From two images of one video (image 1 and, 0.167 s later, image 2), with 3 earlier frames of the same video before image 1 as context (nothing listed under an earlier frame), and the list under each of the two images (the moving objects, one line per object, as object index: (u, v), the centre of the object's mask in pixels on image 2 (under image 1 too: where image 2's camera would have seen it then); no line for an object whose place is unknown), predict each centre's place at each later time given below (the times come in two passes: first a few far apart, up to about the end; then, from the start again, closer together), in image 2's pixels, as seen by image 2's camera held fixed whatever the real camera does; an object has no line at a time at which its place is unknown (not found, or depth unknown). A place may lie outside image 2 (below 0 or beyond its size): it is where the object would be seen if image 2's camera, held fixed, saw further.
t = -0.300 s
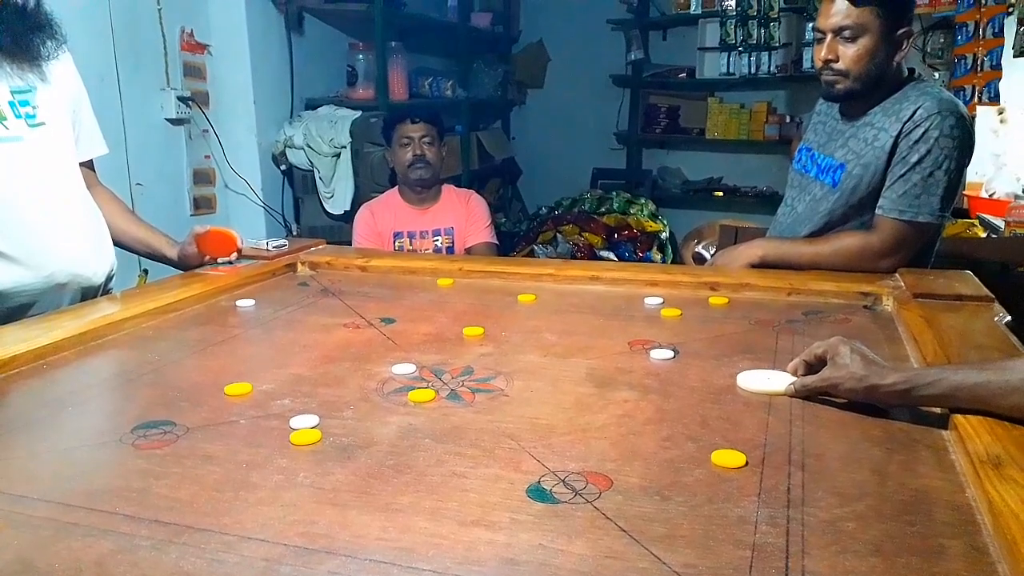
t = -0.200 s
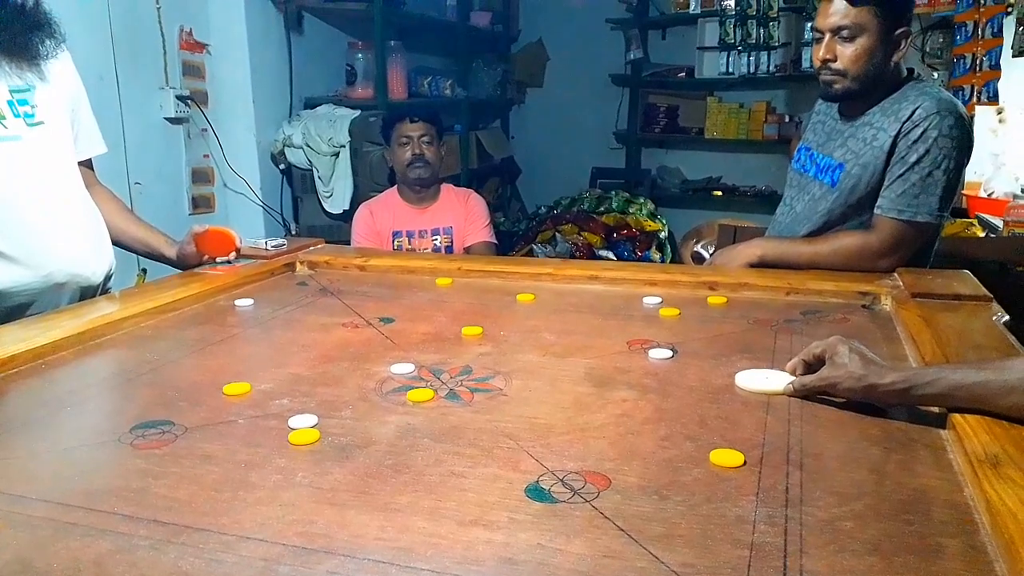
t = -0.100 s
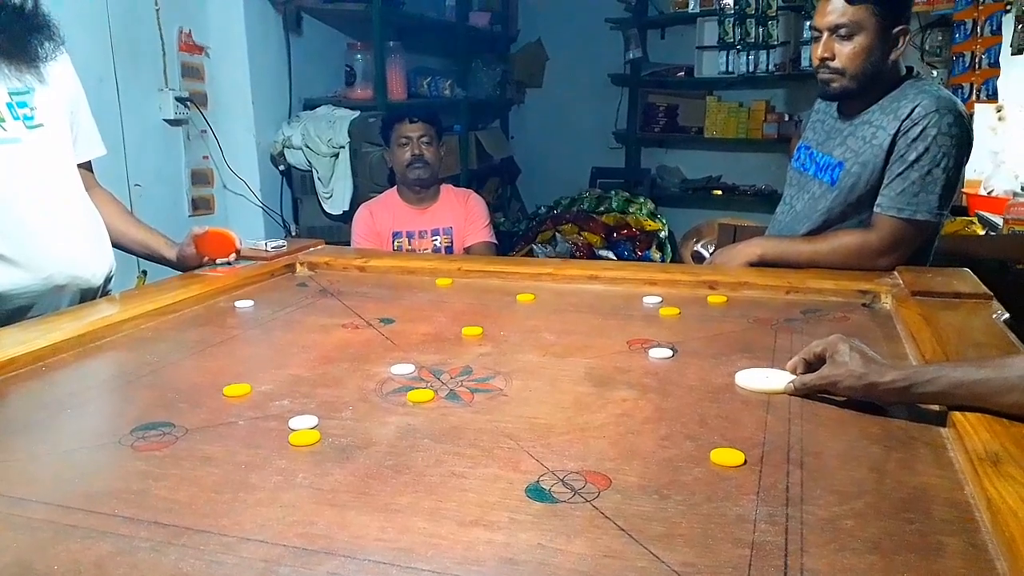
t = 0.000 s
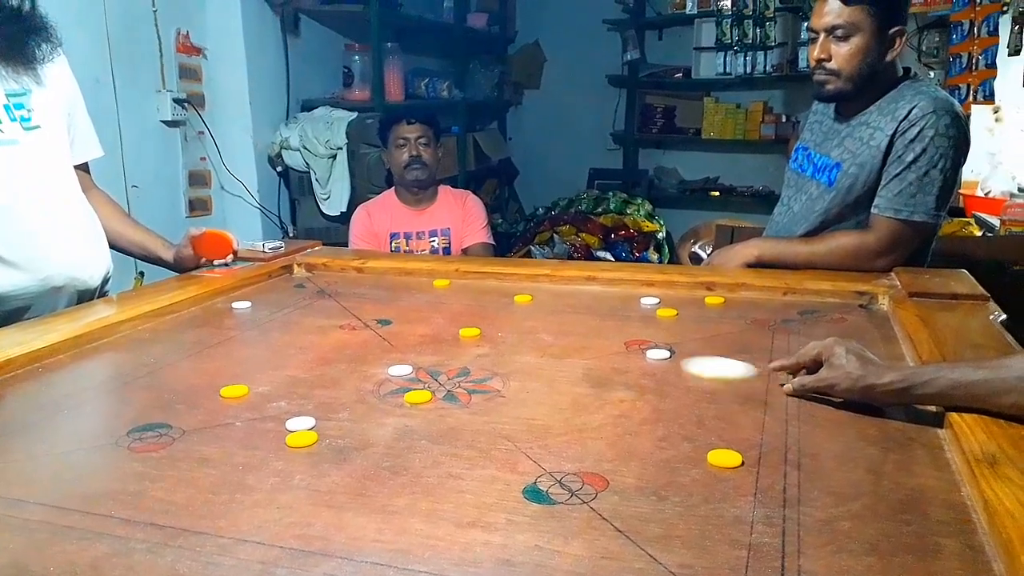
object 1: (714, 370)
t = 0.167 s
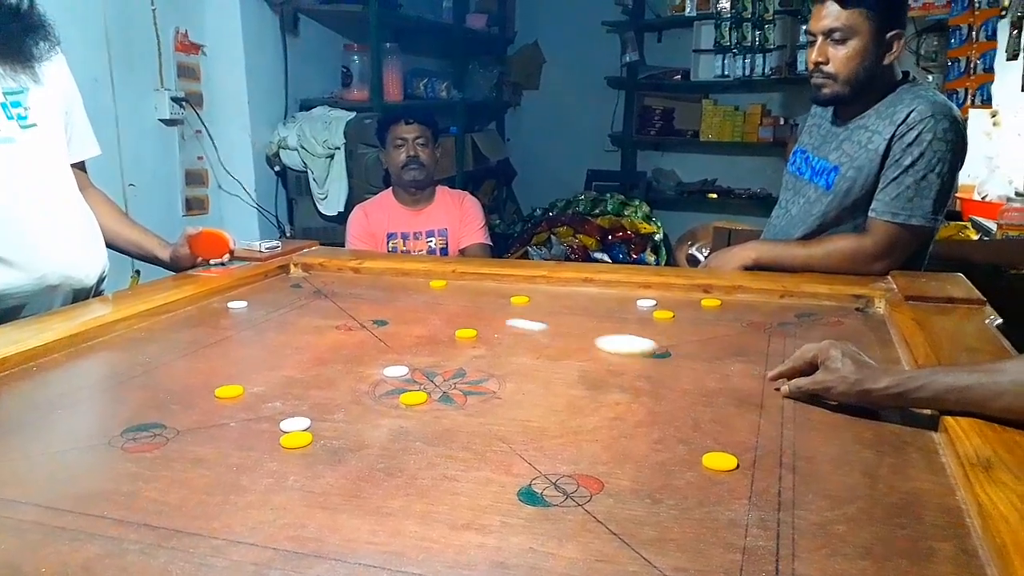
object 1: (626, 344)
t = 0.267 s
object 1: (585, 331)
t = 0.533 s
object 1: (500, 305)
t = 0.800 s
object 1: (440, 288)
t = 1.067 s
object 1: (395, 283)
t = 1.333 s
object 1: (359, 279)
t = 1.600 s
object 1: (333, 276)
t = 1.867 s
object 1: (314, 274)
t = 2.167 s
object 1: (305, 273)
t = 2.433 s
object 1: (303, 273)
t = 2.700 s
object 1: (303, 273)
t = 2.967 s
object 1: (303, 273)
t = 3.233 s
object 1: (303, 273)
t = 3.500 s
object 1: (304, 273)
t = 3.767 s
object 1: (304, 273)
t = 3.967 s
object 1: (304, 273)
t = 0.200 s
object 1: (612, 340)
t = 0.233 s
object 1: (597, 336)
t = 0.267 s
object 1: (585, 331)
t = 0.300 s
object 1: (572, 328)
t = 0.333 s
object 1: (561, 324)
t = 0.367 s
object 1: (549, 321)
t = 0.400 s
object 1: (539, 317)
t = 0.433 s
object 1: (529, 314)
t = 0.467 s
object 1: (519, 311)
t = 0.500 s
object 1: (510, 309)
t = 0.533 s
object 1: (500, 305)
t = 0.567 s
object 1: (492, 303)
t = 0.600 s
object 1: (484, 301)
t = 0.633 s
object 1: (476, 298)
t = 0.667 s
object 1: (468, 296)
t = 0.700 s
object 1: (460, 294)
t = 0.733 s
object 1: (453, 292)
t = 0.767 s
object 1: (447, 290)
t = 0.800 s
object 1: (440, 288)
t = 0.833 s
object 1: (434, 287)
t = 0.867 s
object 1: (428, 286)
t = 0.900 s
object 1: (422, 285)
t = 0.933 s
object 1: (417, 285)
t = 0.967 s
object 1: (411, 284)
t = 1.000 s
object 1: (405, 283)
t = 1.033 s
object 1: (400, 283)
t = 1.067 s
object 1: (395, 283)
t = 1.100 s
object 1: (390, 282)
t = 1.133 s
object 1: (385, 281)
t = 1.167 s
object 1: (380, 281)
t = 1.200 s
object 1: (376, 281)
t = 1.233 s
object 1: (371, 280)
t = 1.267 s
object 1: (367, 280)
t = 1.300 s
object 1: (363, 279)
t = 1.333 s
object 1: (359, 279)
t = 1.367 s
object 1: (356, 278)
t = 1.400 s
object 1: (352, 278)
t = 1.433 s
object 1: (349, 278)
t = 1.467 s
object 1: (345, 277)
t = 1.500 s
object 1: (342, 277)
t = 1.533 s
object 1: (339, 277)
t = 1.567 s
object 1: (336, 276)
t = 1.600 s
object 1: (333, 276)
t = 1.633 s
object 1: (331, 276)
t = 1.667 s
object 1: (328, 276)
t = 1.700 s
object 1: (325, 276)
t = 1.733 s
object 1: (323, 275)
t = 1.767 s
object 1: (320, 275)
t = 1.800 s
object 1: (318, 275)
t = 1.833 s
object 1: (316, 275)
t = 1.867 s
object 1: (314, 274)
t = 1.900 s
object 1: (312, 274)
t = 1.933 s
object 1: (311, 274)
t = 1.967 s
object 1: (310, 274)
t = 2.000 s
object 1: (309, 274)
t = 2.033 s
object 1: (308, 274)
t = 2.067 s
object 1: (307, 274)
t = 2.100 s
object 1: (306, 274)
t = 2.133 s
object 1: (305, 273)
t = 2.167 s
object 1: (305, 273)
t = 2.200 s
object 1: (305, 273)
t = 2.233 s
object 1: (304, 274)
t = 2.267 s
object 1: (304, 273)
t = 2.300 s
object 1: (304, 273)
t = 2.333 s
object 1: (303, 273)
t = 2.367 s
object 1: (303, 273)
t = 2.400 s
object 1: (303, 273)
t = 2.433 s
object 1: (303, 273)
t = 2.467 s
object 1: (303, 273)
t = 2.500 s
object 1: (303, 273)
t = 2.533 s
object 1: (303, 273)
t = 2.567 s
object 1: (303, 273)
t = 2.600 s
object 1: (303, 273)
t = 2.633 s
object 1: (303, 273)
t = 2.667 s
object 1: (303, 273)
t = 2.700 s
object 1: (303, 273)
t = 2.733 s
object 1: (303, 273)
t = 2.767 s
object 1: (303, 273)
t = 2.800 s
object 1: (303, 273)
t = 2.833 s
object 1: (303, 273)
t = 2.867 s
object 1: (303, 273)
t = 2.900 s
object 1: (303, 273)
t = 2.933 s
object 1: (303, 273)
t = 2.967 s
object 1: (303, 273)
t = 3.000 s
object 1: (303, 273)
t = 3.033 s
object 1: (303, 273)
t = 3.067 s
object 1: (303, 273)
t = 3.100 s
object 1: (304, 273)
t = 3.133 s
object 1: (304, 273)
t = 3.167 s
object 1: (303, 273)
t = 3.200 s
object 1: (303, 273)
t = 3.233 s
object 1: (303, 273)
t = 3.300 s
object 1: (303, 273)
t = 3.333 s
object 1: (303, 273)
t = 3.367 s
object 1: (304, 273)
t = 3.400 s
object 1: (304, 273)
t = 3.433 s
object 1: (304, 273)
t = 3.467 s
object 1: (304, 273)
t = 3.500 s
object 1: (304, 273)
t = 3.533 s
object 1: (304, 273)
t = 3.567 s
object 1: (304, 273)
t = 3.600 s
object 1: (304, 273)
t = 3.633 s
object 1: (304, 273)
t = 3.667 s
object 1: (303, 273)
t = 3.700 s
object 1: (303, 273)
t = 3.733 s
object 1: (304, 273)
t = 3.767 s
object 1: (304, 273)
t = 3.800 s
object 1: (304, 273)
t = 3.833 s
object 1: (304, 273)
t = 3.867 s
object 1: (304, 273)
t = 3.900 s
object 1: (304, 273)
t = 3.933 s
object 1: (304, 273)
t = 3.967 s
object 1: (304, 273)
